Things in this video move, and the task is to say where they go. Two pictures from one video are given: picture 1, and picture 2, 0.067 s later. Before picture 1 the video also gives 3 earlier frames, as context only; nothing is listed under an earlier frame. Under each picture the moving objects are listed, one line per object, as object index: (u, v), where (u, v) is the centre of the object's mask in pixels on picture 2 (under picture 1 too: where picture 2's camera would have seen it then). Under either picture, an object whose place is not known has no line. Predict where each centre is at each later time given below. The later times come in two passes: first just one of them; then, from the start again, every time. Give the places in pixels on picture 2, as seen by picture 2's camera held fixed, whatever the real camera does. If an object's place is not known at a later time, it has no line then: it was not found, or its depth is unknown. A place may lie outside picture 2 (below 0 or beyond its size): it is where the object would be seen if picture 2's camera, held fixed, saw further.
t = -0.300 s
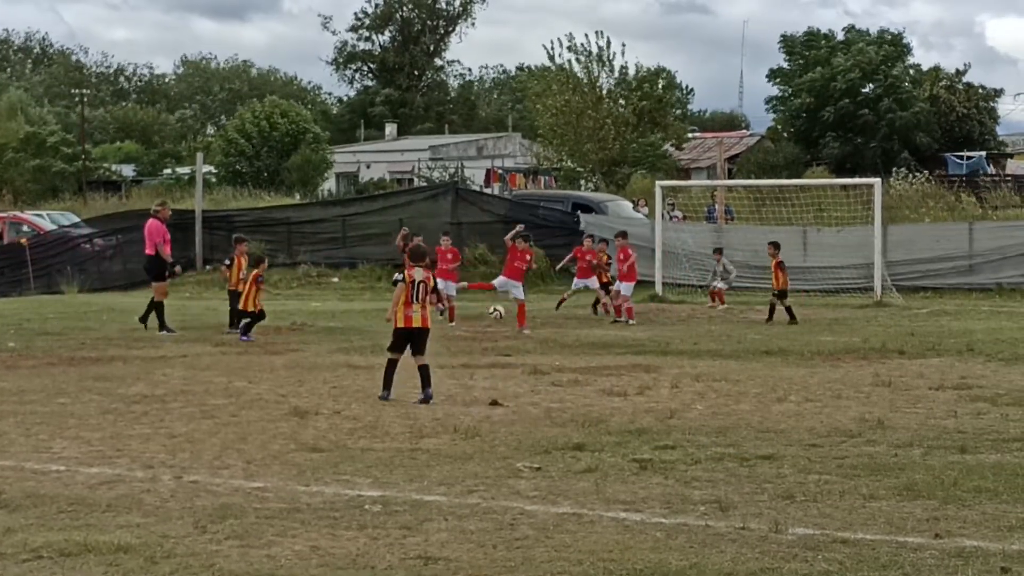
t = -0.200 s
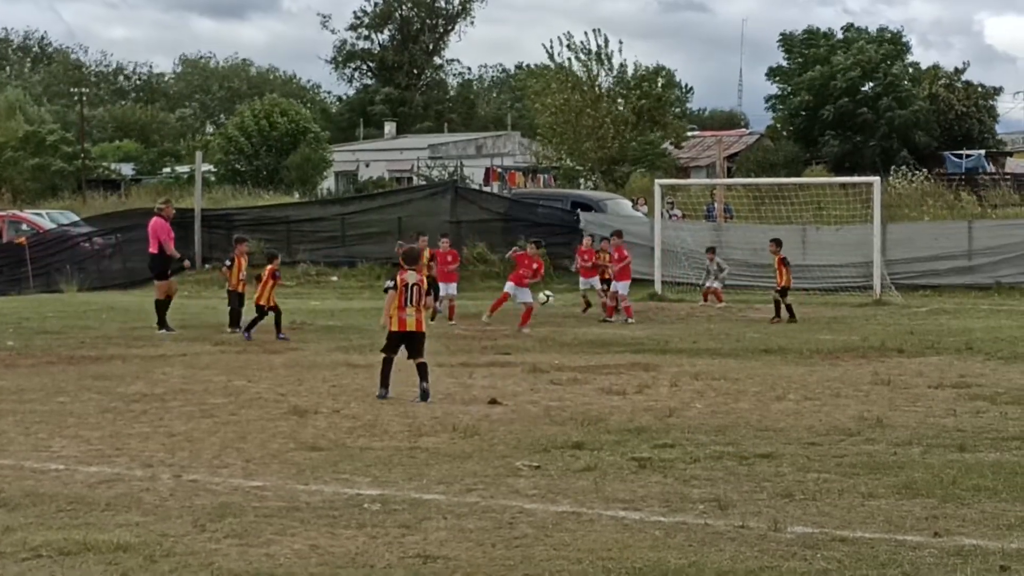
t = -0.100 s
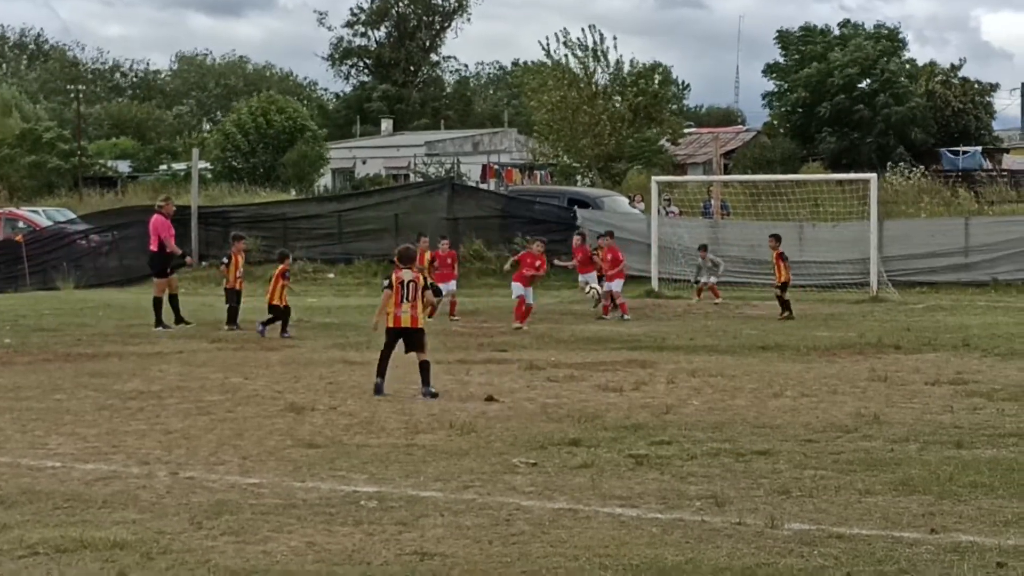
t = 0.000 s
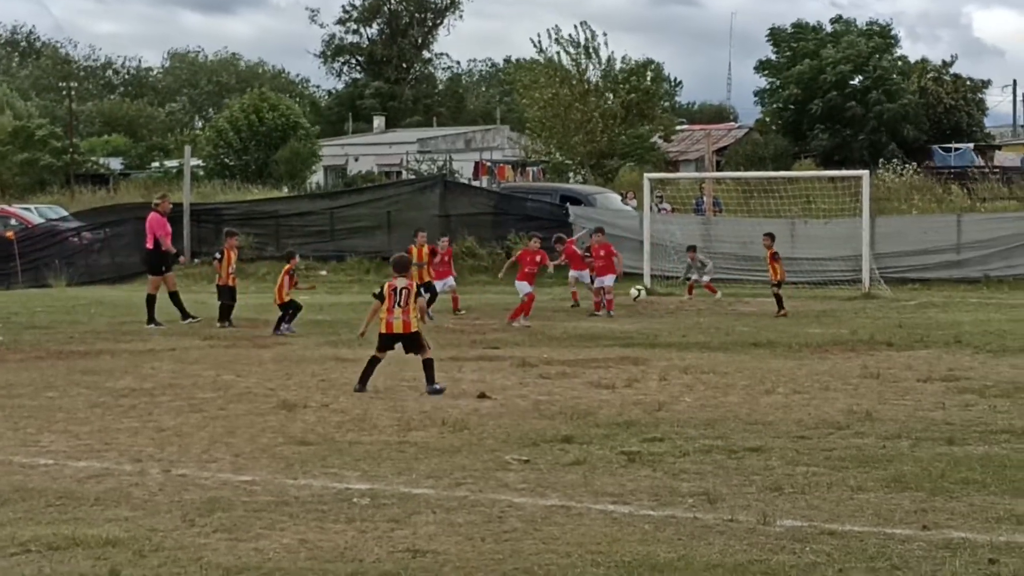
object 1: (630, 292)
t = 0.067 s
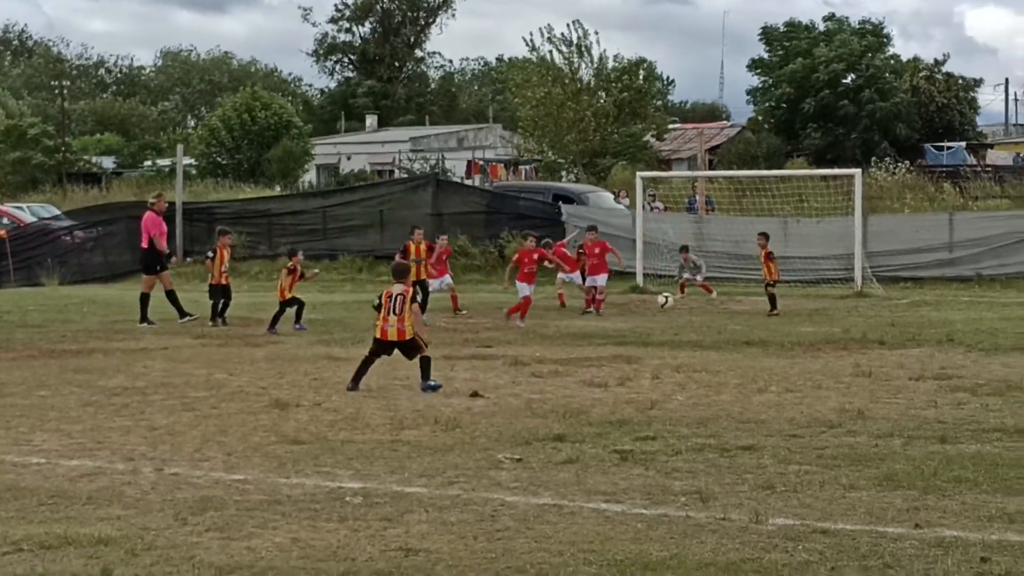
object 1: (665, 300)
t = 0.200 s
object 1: (736, 329)
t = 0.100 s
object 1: (682, 306)
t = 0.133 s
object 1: (701, 314)
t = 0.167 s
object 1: (717, 322)
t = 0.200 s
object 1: (736, 329)
